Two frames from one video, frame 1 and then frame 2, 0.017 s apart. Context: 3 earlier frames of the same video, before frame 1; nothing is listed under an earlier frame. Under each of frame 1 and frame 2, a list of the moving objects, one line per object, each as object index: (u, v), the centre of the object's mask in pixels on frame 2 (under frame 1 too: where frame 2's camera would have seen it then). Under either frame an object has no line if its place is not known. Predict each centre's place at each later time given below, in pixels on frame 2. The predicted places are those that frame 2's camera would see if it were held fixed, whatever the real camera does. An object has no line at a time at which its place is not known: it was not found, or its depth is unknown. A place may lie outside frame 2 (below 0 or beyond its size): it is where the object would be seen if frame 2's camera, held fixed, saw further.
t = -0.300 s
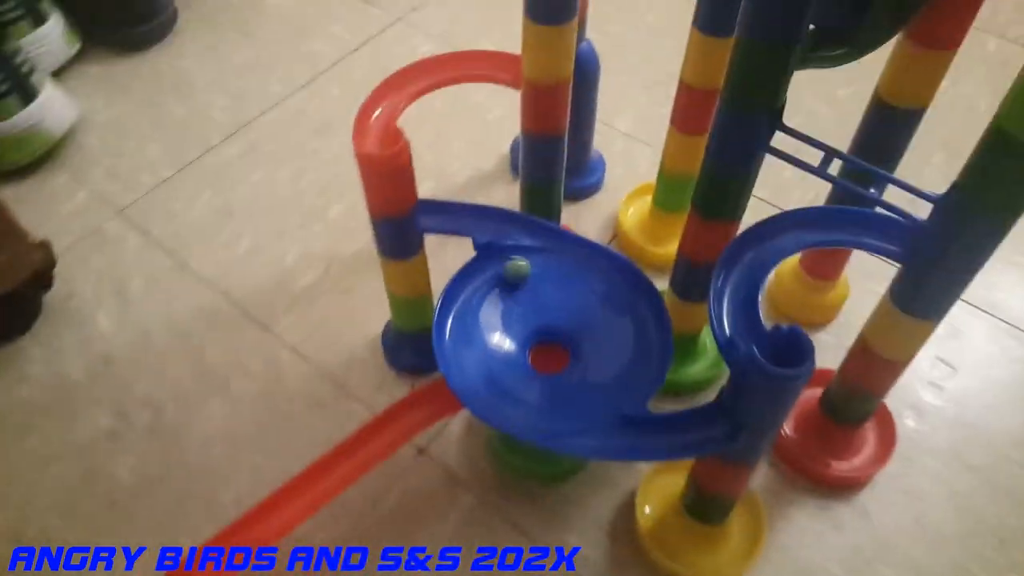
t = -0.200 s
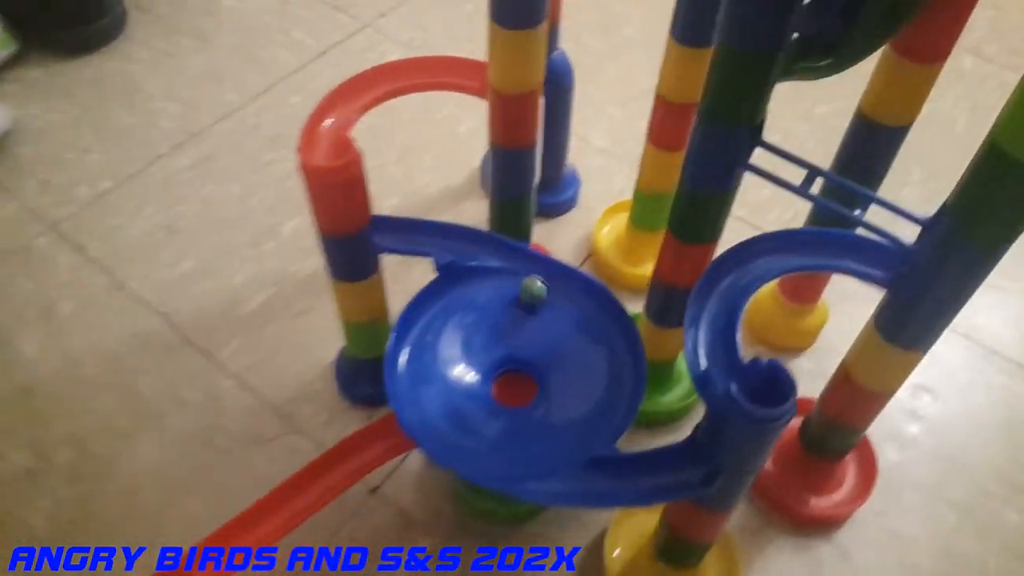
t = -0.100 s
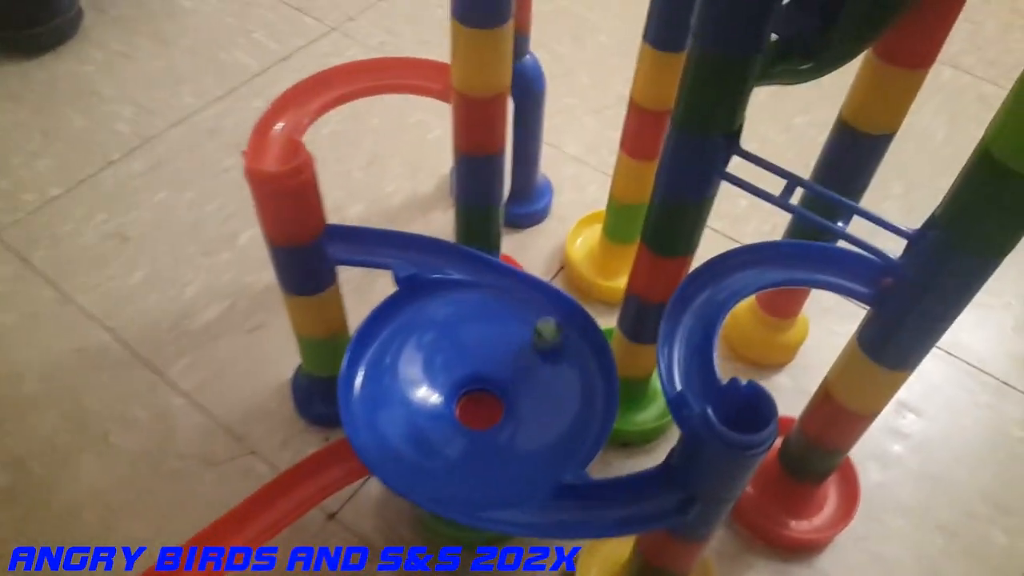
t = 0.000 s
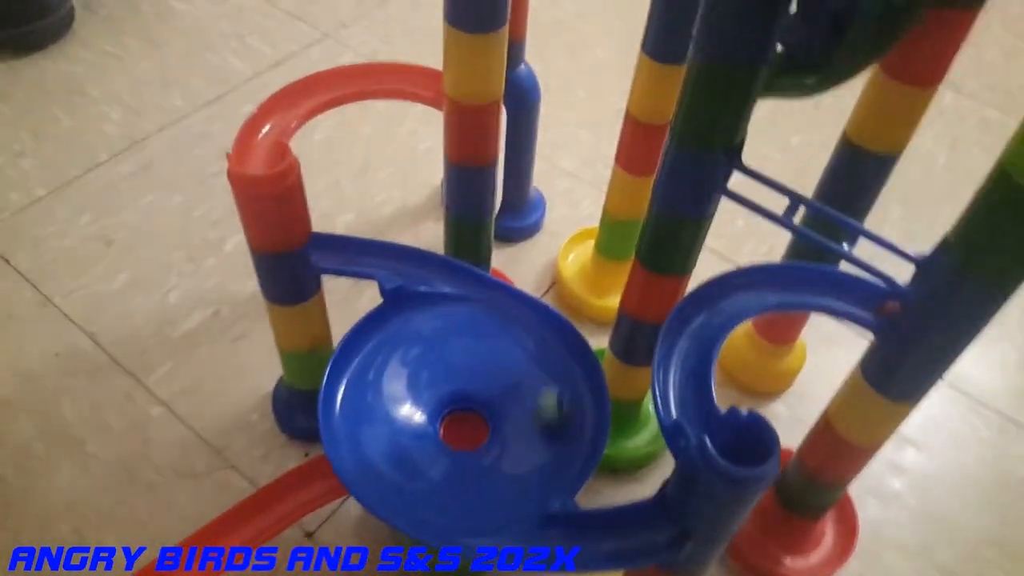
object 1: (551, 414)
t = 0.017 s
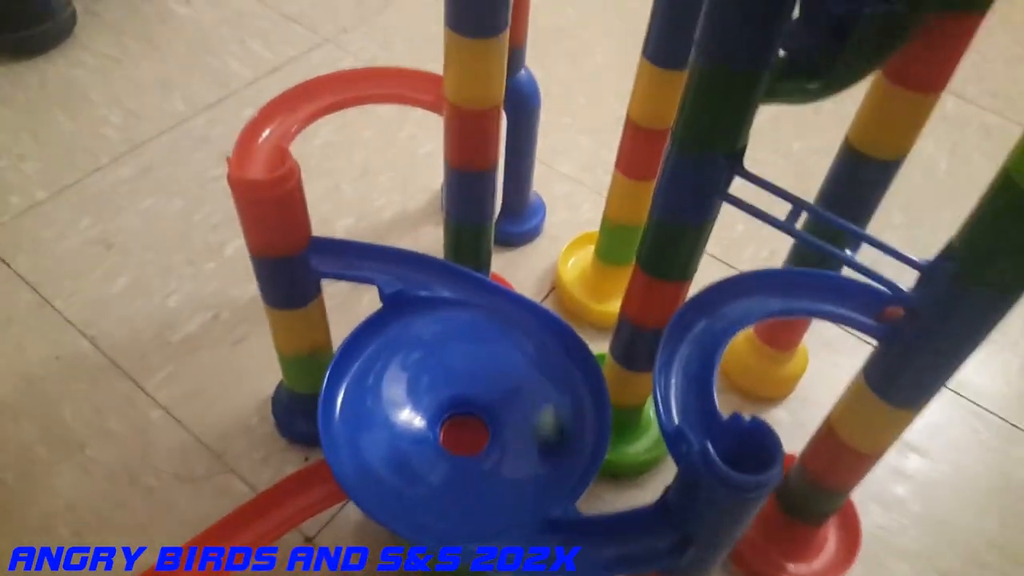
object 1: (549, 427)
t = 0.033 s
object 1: (547, 441)
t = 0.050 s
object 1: (541, 446)
